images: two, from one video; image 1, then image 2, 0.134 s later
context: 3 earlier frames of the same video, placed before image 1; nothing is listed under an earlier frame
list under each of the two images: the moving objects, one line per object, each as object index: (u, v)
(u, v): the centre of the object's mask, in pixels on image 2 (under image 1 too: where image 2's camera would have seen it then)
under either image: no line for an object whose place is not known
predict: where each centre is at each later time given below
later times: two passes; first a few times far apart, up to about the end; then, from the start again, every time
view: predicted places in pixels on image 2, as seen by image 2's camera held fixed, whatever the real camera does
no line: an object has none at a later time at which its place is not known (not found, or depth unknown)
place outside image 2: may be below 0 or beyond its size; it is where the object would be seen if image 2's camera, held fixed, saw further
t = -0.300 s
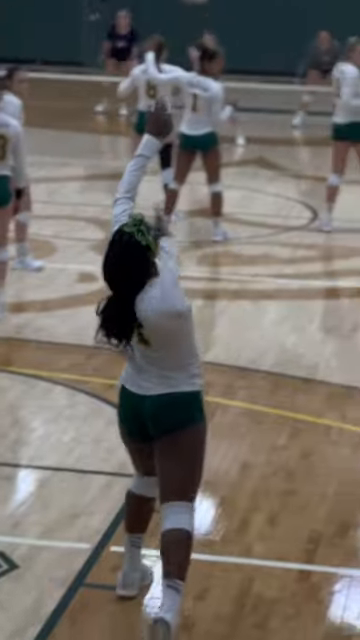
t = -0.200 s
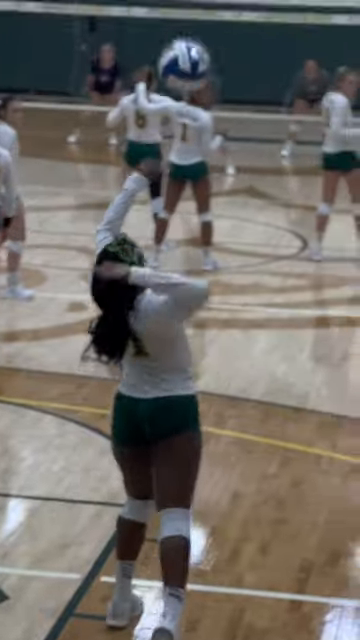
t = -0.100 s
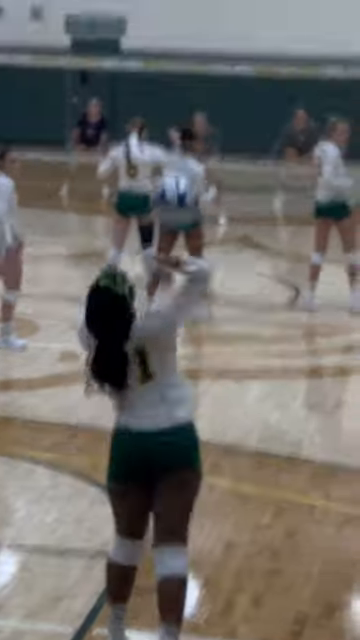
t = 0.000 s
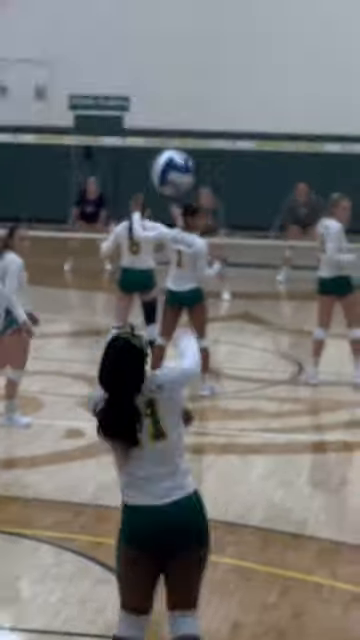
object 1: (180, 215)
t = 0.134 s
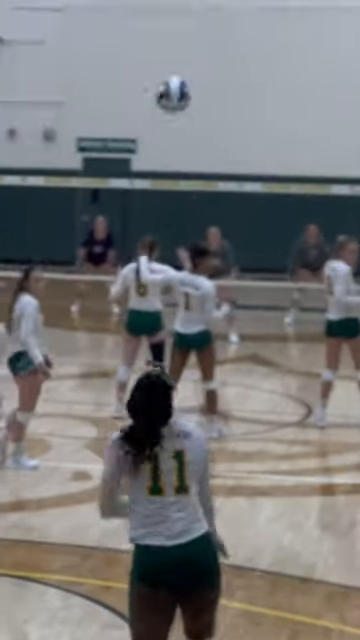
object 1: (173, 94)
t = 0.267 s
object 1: (170, 33)
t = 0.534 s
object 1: (171, 5)
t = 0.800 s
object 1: (167, 53)
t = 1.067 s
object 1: (165, 133)
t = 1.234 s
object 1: (163, 196)
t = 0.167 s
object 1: (173, 76)
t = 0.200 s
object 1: (172, 59)
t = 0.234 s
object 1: (171, 44)
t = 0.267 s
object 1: (170, 33)
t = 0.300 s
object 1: (170, 22)
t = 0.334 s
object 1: (170, 14)
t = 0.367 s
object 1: (171, 8)
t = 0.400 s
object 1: (170, 3)
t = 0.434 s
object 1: (169, 2)
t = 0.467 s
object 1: (170, 1)
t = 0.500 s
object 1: (171, 2)
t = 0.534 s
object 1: (171, 5)
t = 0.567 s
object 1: (170, 6)
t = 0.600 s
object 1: (169, 13)
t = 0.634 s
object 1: (170, 17)
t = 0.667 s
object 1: (169, 22)
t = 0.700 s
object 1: (170, 29)
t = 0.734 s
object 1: (168, 36)
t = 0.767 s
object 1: (168, 44)
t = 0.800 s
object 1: (167, 53)
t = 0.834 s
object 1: (166, 61)
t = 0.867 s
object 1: (165, 71)
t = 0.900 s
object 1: (165, 81)
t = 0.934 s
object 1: (165, 91)
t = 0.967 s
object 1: (166, 101)
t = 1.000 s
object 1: (167, 112)
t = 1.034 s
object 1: (166, 122)
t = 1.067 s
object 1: (165, 133)
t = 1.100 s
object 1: (166, 144)
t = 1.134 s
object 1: (165, 156)
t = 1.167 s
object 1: (165, 170)
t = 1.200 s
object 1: (165, 179)
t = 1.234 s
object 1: (163, 196)
